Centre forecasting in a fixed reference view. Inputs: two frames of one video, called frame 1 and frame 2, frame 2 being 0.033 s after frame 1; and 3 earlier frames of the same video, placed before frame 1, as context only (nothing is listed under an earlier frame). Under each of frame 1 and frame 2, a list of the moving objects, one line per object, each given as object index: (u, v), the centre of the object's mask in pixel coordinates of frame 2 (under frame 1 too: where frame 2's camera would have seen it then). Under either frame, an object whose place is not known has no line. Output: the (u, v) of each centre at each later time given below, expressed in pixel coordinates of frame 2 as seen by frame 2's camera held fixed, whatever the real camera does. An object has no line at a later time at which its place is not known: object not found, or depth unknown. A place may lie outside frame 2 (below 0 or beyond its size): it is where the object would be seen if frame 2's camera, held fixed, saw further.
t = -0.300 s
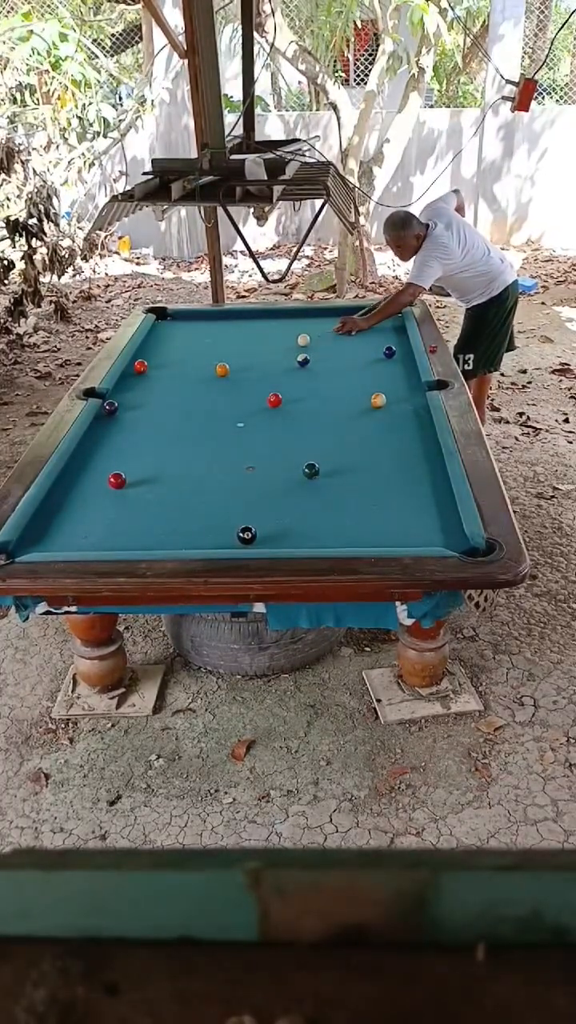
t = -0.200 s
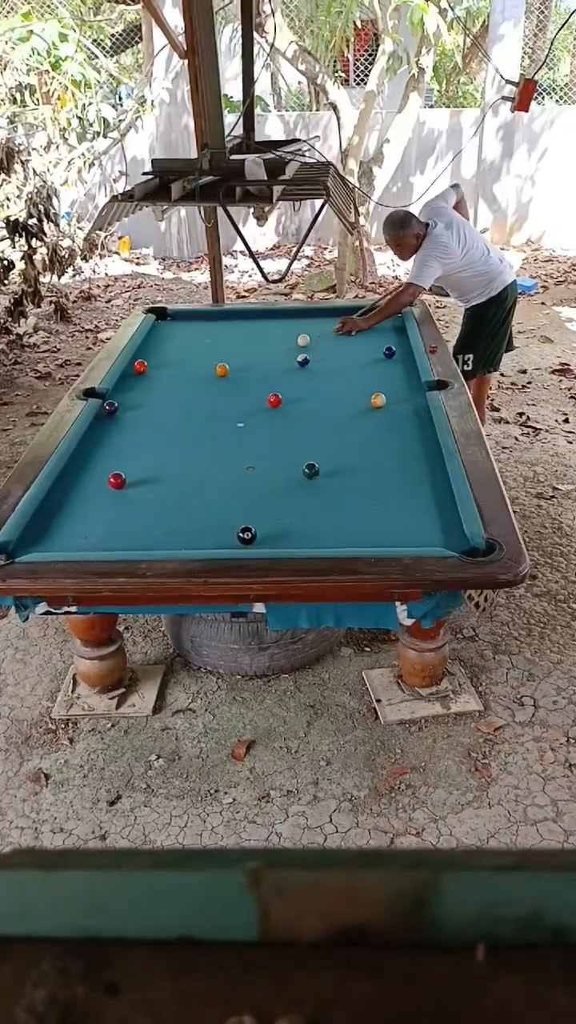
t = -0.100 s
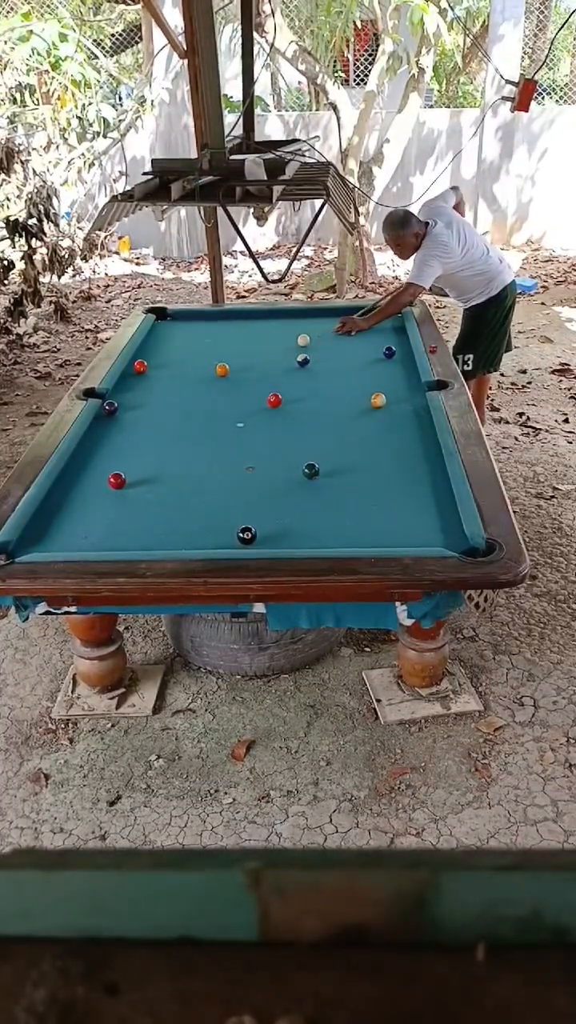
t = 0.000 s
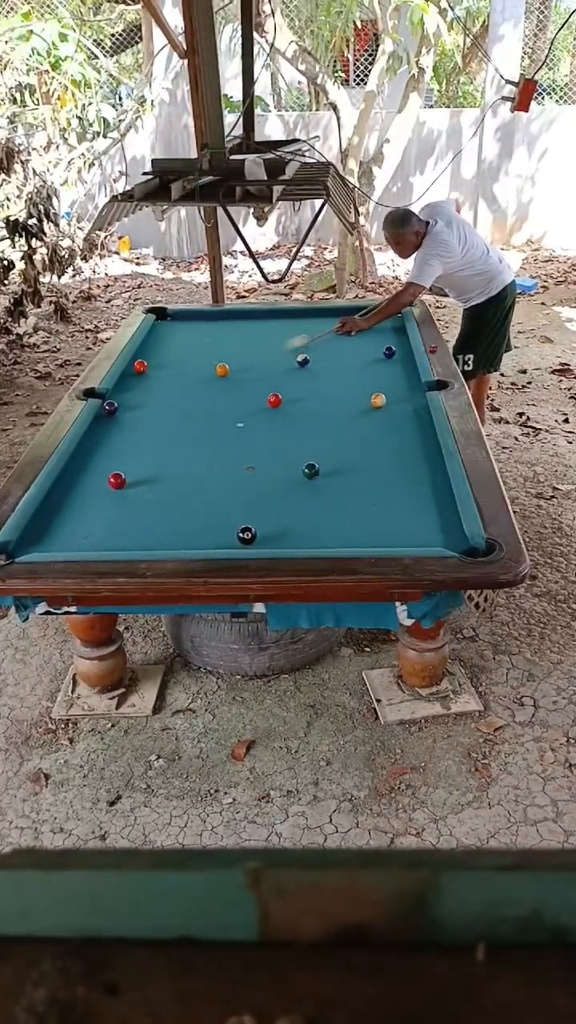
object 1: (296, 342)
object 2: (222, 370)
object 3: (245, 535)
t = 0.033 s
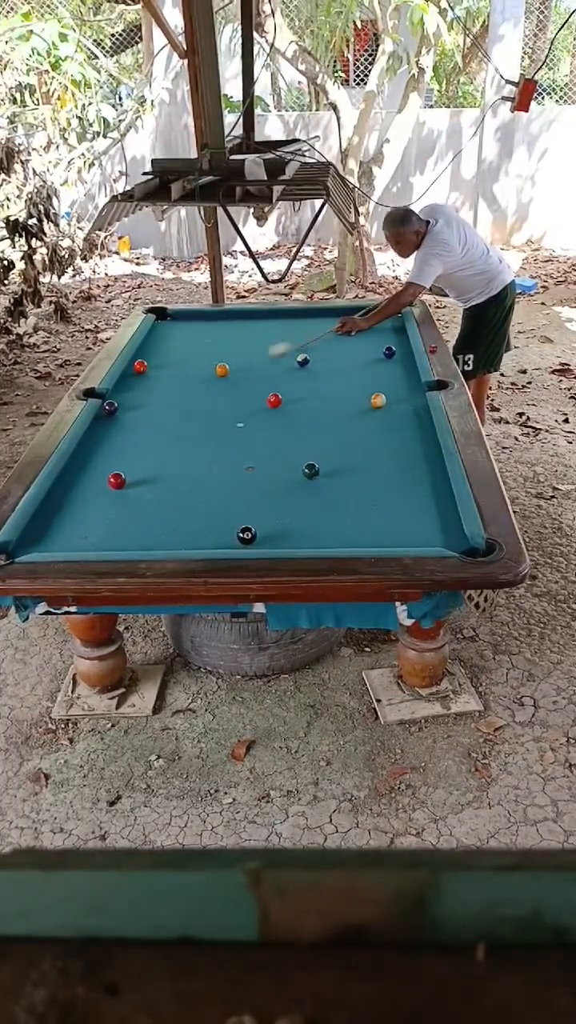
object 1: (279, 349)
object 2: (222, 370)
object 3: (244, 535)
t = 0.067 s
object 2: (222, 370)
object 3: (244, 534)
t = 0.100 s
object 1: (243, 362)
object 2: (222, 370)
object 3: (244, 535)
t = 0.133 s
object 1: (236, 367)
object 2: (211, 372)
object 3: (244, 535)
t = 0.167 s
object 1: (239, 369)
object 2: (188, 377)
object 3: (245, 535)
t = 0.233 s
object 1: (247, 373)
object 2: (141, 386)
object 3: (244, 535)
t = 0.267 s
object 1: (251, 374)
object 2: (120, 390)
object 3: (244, 535)
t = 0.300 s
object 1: (256, 375)
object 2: (116, 393)
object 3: (244, 535)
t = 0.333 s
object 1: (260, 376)
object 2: (121, 397)
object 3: (244, 535)
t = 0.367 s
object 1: (265, 377)
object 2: (125, 401)
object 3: (244, 535)
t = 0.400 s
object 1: (270, 377)
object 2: (128, 404)
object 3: (244, 535)
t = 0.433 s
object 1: (275, 378)
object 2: (131, 408)
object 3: (244, 535)
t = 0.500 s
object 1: (284, 379)
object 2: (139, 415)
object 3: (244, 535)
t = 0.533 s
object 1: (289, 380)
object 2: (143, 418)
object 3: (244, 535)
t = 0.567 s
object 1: (293, 380)
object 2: (147, 422)
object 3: (244, 535)
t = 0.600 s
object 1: (298, 381)
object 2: (150, 426)
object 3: (244, 535)
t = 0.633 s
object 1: (303, 382)
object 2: (154, 429)
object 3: (244, 535)
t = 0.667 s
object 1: (307, 382)
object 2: (158, 433)
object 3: (244, 535)
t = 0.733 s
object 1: (317, 383)
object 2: (166, 440)
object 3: (244, 535)
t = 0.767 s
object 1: (321, 384)
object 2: (170, 445)
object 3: (245, 535)
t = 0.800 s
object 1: (326, 384)
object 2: (174, 449)
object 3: (245, 535)
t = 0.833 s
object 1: (330, 385)
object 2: (178, 452)
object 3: (245, 535)
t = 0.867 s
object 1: (335, 386)
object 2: (182, 457)
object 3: (245, 535)
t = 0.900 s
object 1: (339, 386)
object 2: (186, 461)
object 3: (244, 535)
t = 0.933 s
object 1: (344, 387)
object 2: (191, 465)
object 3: (245, 535)
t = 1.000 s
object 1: (352, 388)
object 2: (199, 474)
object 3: (244, 535)
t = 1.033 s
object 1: (357, 388)
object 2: (204, 478)
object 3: (244, 535)
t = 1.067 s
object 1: (361, 389)
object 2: (208, 482)
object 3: (245, 535)
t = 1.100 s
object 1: (365, 389)
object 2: (213, 487)
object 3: (245, 535)
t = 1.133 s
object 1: (369, 390)
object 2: (218, 492)
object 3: (245, 535)
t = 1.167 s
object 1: (373, 390)
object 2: (223, 497)
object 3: (245, 535)
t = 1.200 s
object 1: (378, 389)
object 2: (227, 502)
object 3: (244, 535)
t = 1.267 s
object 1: (387, 391)
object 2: (237, 512)
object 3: (244, 535)
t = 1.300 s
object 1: (391, 392)
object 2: (242, 516)
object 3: (244, 535)
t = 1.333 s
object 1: (395, 393)
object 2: (247, 520)
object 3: (244, 535)
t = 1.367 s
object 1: (399, 394)
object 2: (254, 525)
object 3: (243, 537)
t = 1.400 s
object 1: (403, 394)
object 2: (261, 527)
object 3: (241, 541)
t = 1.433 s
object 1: (407, 395)
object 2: (267, 528)
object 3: (239, 544)
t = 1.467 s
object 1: (411, 395)
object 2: (274, 529)
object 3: (238, 544)
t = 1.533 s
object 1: (417, 396)
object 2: (288, 532)
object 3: (237, 541)
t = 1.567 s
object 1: (416, 396)
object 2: (295, 534)
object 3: (237, 540)
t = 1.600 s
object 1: (414, 396)
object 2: (302, 536)
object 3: (236, 539)
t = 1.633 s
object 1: (413, 397)
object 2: (308, 538)
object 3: (237, 536)
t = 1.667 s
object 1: (411, 397)
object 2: (315, 539)
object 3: (236, 534)
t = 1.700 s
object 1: (410, 397)
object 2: (322, 540)
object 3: (235, 532)
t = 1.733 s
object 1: (408, 397)
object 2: (329, 541)
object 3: (234, 530)
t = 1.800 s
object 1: (405, 397)
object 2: (342, 543)
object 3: (233, 527)
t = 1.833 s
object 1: (404, 397)
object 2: (350, 543)
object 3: (233, 524)
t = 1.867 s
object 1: (403, 397)
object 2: (357, 543)
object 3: (233, 522)
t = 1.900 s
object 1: (401, 397)
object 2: (363, 542)
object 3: (233, 521)
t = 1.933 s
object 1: (399, 397)
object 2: (370, 542)
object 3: (232, 519)
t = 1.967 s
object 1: (398, 398)
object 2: (376, 541)
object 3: (232, 518)
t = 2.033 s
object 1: (396, 398)
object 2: (389, 540)
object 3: (232, 514)
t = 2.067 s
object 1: (395, 398)
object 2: (395, 539)
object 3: (232, 513)
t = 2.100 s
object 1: (394, 398)
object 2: (401, 539)
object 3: (231, 511)
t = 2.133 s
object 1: (393, 398)
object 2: (406, 538)
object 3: (231, 510)
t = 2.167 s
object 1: (392, 398)
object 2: (412, 537)
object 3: (230, 508)
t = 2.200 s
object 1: (392, 398)
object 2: (418, 536)
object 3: (230, 507)
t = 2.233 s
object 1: (392, 398)
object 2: (424, 535)
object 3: (231, 506)
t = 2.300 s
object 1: (391, 398)
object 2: (435, 533)
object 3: (229, 503)
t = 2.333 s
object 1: (391, 398)
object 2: (441, 532)
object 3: (229, 502)
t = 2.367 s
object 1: (391, 398)
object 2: (447, 531)
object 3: (229, 501)
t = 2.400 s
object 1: (391, 398)
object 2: (452, 530)
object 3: (229, 500)
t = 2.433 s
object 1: (391, 398)
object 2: (451, 529)
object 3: (228, 499)
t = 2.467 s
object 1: (391, 398)
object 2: (447, 528)
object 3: (228, 498)
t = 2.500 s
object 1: (391, 398)
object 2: (444, 526)
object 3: (228, 496)
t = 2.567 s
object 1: (391, 398)
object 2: (438, 524)
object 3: (227, 494)
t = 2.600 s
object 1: (391, 398)
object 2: (435, 523)
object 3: (227, 494)
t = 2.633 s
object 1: (391, 398)
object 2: (432, 522)
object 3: (227, 493)
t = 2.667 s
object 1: (391, 398)
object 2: (429, 521)
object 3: (226, 492)
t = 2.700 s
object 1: (391, 398)
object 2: (426, 520)
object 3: (227, 491)
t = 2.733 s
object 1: (391, 398)
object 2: (423, 519)
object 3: (226, 490)
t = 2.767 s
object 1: (391, 398)
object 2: (420, 518)
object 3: (226, 490)
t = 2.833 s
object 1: (391, 398)
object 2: (414, 516)
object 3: (225, 488)
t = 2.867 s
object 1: (391, 398)
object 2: (411, 515)
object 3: (224, 487)
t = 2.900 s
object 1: (391, 398)
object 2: (408, 514)
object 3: (225, 487)
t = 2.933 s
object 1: (391, 398)
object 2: (406, 513)
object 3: (224, 486)
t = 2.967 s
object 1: (391, 398)
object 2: (403, 512)
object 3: (224, 485)
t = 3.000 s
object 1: (391, 398)
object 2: (400, 511)
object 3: (224, 484)
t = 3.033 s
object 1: (391, 398)
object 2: (398, 511)
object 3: (224, 484)
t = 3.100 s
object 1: (391, 398)
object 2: (393, 509)
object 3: (224, 483)
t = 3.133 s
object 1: (391, 398)
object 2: (391, 508)
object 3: (224, 482)
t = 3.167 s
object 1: (391, 398)
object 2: (388, 507)
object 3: (224, 482)
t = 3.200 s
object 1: (391, 398)
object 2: (386, 507)
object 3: (223, 481)
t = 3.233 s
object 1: (391, 398)
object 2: (384, 506)
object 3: (223, 481)
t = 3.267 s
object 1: (391, 398)
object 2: (382, 505)
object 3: (223, 481)
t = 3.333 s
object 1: (391, 398)
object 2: (377, 503)
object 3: (222, 480)
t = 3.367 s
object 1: (391, 398)
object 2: (375, 503)
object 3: (222, 479)
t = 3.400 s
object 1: (391, 398)
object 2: (373, 502)
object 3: (222, 479)
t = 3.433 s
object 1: (391, 398)
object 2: (371, 502)
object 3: (222, 479)
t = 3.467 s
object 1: (391, 398)
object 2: (369, 501)
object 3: (222, 479)
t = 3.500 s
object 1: (391, 398)
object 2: (368, 501)
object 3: (221, 479)
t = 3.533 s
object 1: (391, 398)
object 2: (366, 500)
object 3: (221, 478)
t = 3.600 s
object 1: (391, 398)
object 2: (362, 499)
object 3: (221, 478)
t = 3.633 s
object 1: (391, 398)
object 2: (360, 498)
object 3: (221, 478)
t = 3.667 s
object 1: (391, 398)
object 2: (358, 498)
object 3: (220, 478)
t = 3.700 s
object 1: (391, 398)
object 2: (357, 498)
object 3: (220, 478)
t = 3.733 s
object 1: (391, 398)
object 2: (355, 498)
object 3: (220, 478)
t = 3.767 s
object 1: (391, 398)
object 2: (353, 497)
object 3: (220, 478)
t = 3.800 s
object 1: (391, 398)
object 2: (352, 497)
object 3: (220, 478)
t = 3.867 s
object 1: (391, 398)
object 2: (349, 496)
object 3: (220, 478)
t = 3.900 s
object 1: (391, 398)
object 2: (347, 496)
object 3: (220, 478)
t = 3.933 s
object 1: (391, 398)
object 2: (346, 496)
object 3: (220, 479)
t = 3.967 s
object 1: (391, 398)
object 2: (344, 496)
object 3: (220, 479)
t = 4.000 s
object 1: (391, 398)
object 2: (343, 495)
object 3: (220, 479)
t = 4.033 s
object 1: (391, 398)
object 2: (342, 495)
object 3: (220, 479)
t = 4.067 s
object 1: (391, 398)
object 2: (341, 495)
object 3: (220, 479)
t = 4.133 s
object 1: (391, 398)
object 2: (338, 495)
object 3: (220, 479)
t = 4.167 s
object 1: (391, 398)
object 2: (337, 495)
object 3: (220, 479)
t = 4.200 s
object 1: (391, 398)
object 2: (335, 495)
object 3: (220, 479)
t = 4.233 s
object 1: (391, 398)
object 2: (335, 494)
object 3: (220, 479)
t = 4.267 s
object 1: (391, 398)
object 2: (333, 494)
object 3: (220, 479)
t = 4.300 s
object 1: (391, 398)
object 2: (332, 494)
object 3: (220, 479)
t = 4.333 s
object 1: (391, 398)
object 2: (331, 494)
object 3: (220, 479)
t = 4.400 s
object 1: (391, 398)
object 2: (330, 494)
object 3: (220, 479)
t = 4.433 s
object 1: (391, 398)
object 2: (329, 494)
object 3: (220, 479)
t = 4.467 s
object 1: (391, 398)
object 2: (328, 494)
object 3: (220, 479)
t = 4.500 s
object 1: (391, 398)
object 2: (327, 494)
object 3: (220, 479)
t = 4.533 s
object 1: (391, 398)
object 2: (326, 494)
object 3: (220, 479)
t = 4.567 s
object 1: (391, 398)
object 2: (326, 494)
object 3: (219, 479)
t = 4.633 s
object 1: (391, 398)
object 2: (324, 494)
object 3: (219, 479)
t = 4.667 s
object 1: (391, 398)
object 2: (324, 494)
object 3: (219, 479)
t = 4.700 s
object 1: (391, 398)
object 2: (324, 493)
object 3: (219, 479)
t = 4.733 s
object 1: (391, 398)
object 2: (323, 493)
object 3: (219, 479)
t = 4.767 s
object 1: (391, 398)
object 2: (323, 493)
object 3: (219, 479)
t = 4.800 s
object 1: (391, 398)
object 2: (322, 493)
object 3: (219, 478)
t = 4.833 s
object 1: (391, 398)
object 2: (322, 493)
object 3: (219, 478)
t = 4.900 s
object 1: (391, 398)
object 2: (322, 493)
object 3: (219, 479)
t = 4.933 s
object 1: (391, 398)
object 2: (322, 493)
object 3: (219, 479)
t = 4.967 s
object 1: (391, 398)
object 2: (322, 493)
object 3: (219, 479)
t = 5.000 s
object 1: (391, 398)
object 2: (322, 493)
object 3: (219, 479)
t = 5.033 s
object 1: (391, 398)
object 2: (322, 493)
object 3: (219, 479)
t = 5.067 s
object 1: (391, 398)
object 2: (322, 493)
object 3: (219, 479)
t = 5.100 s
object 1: (391, 398)
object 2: (322, 493)
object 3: (219, 479)
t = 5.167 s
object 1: (391, 398)
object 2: (322, 493)
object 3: (219, 479)
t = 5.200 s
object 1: (391, 398)
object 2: (322, 493)
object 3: (219, 479)
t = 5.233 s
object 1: (391, 398)
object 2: (322, 493)
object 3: (219, 479)
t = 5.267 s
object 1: (391, 398)
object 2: (322, 493)
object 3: (219, 479)
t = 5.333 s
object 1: (391, 398)
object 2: (322, 493)
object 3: (219, 479)
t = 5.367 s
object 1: (391, 398)
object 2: (322, 493)
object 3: (219, 479)
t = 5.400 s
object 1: (391, 398)
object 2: (322, 493)
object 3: (219, 479)
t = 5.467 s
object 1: (391, 398)
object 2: (322, 493)
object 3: (219, 479)
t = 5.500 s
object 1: (391, 398)
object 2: (322, 493)
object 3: (219, 479)
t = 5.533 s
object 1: (391, 398)
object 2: (322, 493)
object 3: (219, 479)
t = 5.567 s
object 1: (391, 398)
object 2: (322, 493)
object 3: (219, 479)
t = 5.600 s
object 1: (391, 398)
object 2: (322, 493)
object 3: (219, 479)
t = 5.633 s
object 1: (391, 398)
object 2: (322, 493)
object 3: (219, 479)
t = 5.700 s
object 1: (391, 398)
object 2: (322, 493)
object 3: (220, 479)
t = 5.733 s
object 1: (391, 398)
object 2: (322, 493)
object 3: (219, 479)
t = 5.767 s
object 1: (391, 398)
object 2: (322, 493)
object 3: (219, 479)
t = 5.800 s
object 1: (391, 398)
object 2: (322, 493)
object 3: (219, 479)
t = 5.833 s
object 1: (391, 398)
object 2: (322, 493)
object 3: (219, 479)
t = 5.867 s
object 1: (391, 398)
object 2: (322, 493)
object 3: (219, 478)
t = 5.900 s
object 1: (391, 398)
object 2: (322, 493)
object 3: (219, 479)
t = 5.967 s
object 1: (391, 398)
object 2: (322, 493)
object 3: (219, 478)
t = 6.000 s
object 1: (391, 398)
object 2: (322, 493)
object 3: (219, 478)
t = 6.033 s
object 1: (391, 398)
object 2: (322, 493)
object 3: (219, 479)
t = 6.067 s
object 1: (391, 398)
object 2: (322, 493)
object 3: (219, 479)
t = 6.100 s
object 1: (391, 398)
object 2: (322, 493)
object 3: (220, 479)
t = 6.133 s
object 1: (391, 398)
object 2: (322, 493)
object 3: (220, 479)
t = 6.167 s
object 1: (391, 398)
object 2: (322, 493)
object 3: (219, 479)
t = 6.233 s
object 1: (391, 398)
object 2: (322, 493)
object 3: (219, 479)
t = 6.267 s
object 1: (391, 398)
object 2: (322, 493)
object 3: (219, 479)
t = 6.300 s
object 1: (391, 398)
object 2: (322, 493)
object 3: (219, 479)
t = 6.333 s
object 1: (391, 398)
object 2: (322, 493)
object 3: (219, 479)
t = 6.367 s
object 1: (391, 398)
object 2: (322, 493)
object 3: (219, 479)
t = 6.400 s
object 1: (391, 398)
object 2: (322, 493)
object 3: (219, 479)
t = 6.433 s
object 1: (391, 398)
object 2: (322, 493)
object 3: (220, 479)
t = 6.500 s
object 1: (391, 398)
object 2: (322, 493)
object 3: (220, 479)
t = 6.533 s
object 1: (391, 398)
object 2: (322, 493)
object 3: (220, 479)
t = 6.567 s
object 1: (391, 398)
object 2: (322, 493)
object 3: (220, 479)
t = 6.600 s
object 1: (391, 398)
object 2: (322, 493)
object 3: (220, 479)
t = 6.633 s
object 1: (391, 398)
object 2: (322, 493)
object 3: (219, 479)
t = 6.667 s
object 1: (391, 398)
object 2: (322, 493)
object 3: (219, 479)
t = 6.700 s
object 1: (391, 398)
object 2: (322, 493)
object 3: (219, 479)
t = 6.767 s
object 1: (391, 398)
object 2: (322, 493)
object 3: (219, 478)
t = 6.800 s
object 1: (391, 398)
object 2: (322, 493)
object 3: (219, 478)
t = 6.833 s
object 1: (391, 398)
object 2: (322, 493)
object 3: (219, 478)
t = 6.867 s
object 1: (391, 398)
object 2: (322, 493)
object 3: (219, 478)
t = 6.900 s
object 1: (391, 398)
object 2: (322, 493)
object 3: (219, 478)
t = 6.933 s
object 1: (391, 398)
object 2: (322, 493)
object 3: (219, 479)
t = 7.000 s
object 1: (391, 398)
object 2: (322, 493)
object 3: (219, 479)
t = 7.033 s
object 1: (391, 398)
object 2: (322, 493)
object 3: (219, 479)
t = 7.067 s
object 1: (391, 398)
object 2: (322, 493)
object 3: (219, 478)
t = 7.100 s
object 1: (391, 398)
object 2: (322, 493)
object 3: (219, 479)
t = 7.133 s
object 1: (391, 398)
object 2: (322, 493)
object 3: (219, 479)
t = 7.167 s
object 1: (391, 398)
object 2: (322, 493)
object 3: (219, 478)
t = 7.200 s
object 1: (391, 398)
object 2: (322, 493)
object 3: (220, 479)
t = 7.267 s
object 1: (391, 398)
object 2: (322, 493)
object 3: (219, 478)
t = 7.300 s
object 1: (391, 398)
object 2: (322, 493)
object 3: (220, 478)
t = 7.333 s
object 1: (391, 398)
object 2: (322, 493)
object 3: (219, 478)
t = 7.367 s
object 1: (391, 398)
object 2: (322, 493)
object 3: (219, 478)
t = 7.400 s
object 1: (391, 398)
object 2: (322, 493)
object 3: (220, 478)
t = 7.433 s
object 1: (391, 398)
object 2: (322, 493)
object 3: (219, 478)
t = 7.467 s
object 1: (391, 398)
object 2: (322, 493)
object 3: (219, 478)
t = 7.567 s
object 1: (391, 398)
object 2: (322, 493)
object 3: (219, 478)
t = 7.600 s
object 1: (391, 398)
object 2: (322, 493)
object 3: (220, 478)
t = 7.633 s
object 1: (391, 398)
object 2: (322, 493)
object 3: (220, 478)
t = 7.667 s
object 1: (391, 398)
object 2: (322, 493)
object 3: (219, 478)
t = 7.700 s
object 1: (391, 398)
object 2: (322, 493)
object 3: (219, 478)
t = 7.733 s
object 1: (391, 398)
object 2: (322, 493)
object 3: (219, 478)
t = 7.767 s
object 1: (391, 398)
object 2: (322, 493)
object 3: (219, 478)
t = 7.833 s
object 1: (391, 398)
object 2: (322, 493)
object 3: (219, 478)
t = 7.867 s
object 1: (391, 398)
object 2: (322, 493)
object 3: (219, 478)
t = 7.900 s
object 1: (391, 398)
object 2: (322, 493)
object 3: (219, 478)
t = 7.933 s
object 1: (391, 398)
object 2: (322, 493)
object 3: (219, 478)
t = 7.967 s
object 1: (391, 398)
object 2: (322, 493)
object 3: (219, 478)
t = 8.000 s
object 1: (391, 398)
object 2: (322, 493)
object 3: (219, 478)
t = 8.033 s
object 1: (391, 398)
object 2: (322, 493)
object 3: (219, 478)
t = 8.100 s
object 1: (391, 398)
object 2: (322, 493)
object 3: (219, 479)
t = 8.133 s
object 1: (391, 398)
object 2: (322, 493)
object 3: (220, 479)
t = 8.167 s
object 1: (391, 398)
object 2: (322, 493)
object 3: (219, 478)
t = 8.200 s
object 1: (391, 398)
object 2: (322, 493)
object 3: (219, 478)
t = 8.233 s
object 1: (391, 398)
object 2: (322, 493)
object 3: (219, 478)
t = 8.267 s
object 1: (391, 398)
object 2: (322, 493)
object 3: (219, 478)
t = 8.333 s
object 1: (391, 398)
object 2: (322, 493)
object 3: (219, 478)
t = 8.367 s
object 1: (391, 398)
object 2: (322, 493)
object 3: (219, 478)
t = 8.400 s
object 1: (391, 398)
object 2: (322, 493)
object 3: (219, 478)
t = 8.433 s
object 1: (391, 398)
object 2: (322, 493)
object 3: (219, 478)
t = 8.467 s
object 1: (391, 398)
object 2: (322, 493)
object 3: (219, 478)
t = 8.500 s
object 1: (391, 398)
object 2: (322, 493)
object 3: (219, 478)
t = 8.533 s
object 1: (391, 398)
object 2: (322, 493)
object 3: (219, 478)
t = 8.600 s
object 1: (391, 398)
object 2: (322, 493)
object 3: (219, 478)
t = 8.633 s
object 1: (391, 398)
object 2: (322, 493)
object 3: (219, 478)
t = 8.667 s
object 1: (391, 398)
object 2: (322, 493)
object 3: (220, 478)
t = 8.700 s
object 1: (391, 398)
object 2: (322, 493)
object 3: (219, 478)
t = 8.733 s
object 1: (391, 398)
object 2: (322, 493)
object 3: (219, 478)
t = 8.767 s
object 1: (391, 398)
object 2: (322, 493)
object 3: (219, 478)
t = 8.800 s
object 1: (391, 398)
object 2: (322, 493)
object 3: (219, 478)
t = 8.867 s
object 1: (391, 398)
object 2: (322, 493)
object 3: (219, 478)
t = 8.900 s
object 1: (391, 398)
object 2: (322, 493)
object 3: (219, 478)
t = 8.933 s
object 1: (391, 398)
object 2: (322, 493)
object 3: (219, 478)
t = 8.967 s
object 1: (391, 398)
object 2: (322, 493)
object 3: (219, 478)
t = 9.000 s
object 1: (391, 398)
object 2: (322, 493)
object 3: (219, 478)
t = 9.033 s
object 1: (391, 398)
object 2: (322, 493)
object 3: (219, 478)
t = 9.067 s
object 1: (391, 398)
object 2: (322, 493)
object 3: (219, 478)
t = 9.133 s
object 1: (391, 398)
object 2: (322, 493)
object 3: (219, 478)
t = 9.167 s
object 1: (391, 398)
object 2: (322, 493)
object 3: (219, 478)
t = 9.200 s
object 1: (391, 398)
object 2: (322, 493)
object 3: (219, 478)
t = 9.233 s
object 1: (391, 398)
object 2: (322, 493)
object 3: (219, 478)
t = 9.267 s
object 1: (391, 398)
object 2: (322, 493)
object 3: (219, 478)
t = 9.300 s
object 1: (391, 398)
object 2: (322, 493)
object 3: (219, 478)
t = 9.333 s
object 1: (391, 398)
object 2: (322, 493)
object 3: (219, 478)
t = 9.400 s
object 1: (391, 398)
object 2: (322, 493)
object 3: (219, 478)
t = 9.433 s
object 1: (391, 398)
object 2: (322, 493)
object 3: (219, 478)
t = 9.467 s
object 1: (391, 398)
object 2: (322, 493)
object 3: (219, 478)
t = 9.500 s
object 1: (391, 398)
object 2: (322, 493)
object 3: (219, 478)
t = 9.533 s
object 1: (391, 398)
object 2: (322, 493)
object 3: (219, 478)
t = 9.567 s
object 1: (391, 398)
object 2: (322, 493)
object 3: (219, 479)
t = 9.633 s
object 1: (391, 398)
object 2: (322, 493)
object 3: (219, 479)
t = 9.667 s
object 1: (391, 398)
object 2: (322, 493)
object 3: (220, 479)
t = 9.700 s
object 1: (391, 398)
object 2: (322, 493)
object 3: (219, 479)
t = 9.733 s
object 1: (391, 398)
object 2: (322, 493)
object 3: (219, 478)
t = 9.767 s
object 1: (391, 398)
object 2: (322, 493)
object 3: (219, 478)
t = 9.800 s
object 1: (391, 398)
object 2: (322, 493)
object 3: (219, 478)
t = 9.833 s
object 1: (391, 398)
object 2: (322, 493)
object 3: (219, 478)
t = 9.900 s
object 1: (391, 398)
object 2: (322, 493)
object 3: (219, 479)
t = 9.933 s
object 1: (391, 398)
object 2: (322, 493)
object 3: (219, 478)
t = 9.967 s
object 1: (391, 398)
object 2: (322, 493)
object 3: (219, 478)
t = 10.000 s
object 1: (391, 398)
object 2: (322, 493)
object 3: (219, 478)
